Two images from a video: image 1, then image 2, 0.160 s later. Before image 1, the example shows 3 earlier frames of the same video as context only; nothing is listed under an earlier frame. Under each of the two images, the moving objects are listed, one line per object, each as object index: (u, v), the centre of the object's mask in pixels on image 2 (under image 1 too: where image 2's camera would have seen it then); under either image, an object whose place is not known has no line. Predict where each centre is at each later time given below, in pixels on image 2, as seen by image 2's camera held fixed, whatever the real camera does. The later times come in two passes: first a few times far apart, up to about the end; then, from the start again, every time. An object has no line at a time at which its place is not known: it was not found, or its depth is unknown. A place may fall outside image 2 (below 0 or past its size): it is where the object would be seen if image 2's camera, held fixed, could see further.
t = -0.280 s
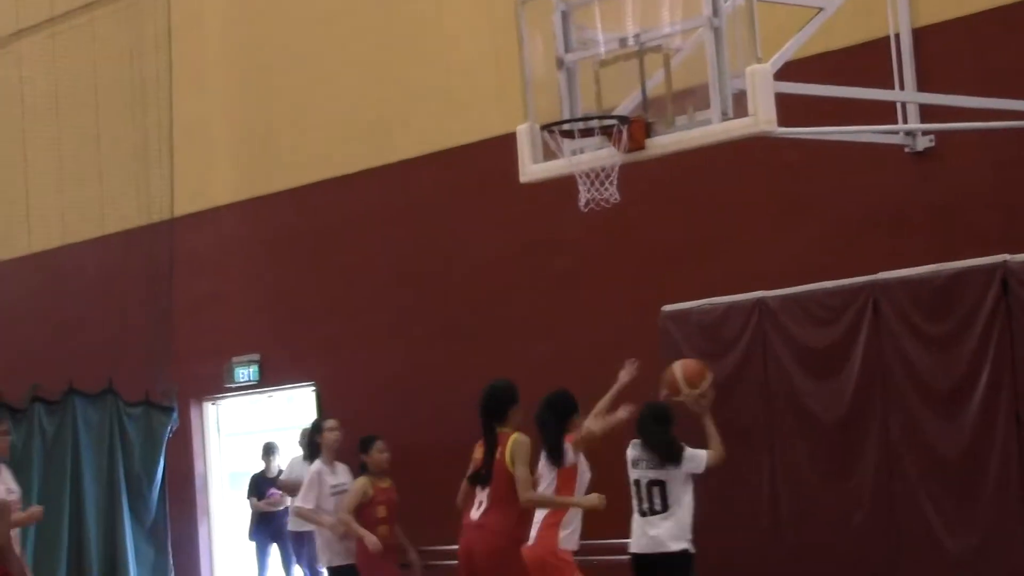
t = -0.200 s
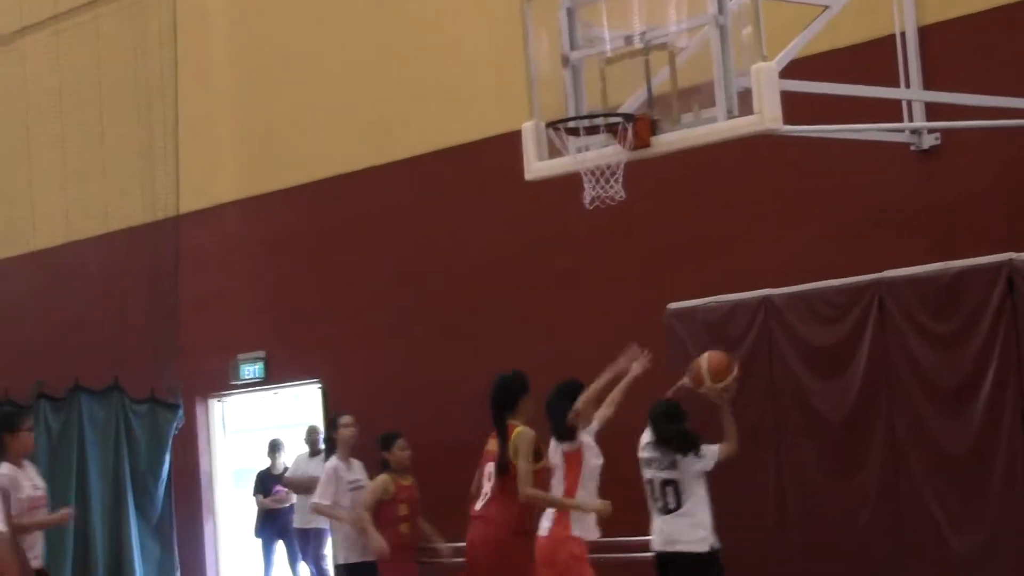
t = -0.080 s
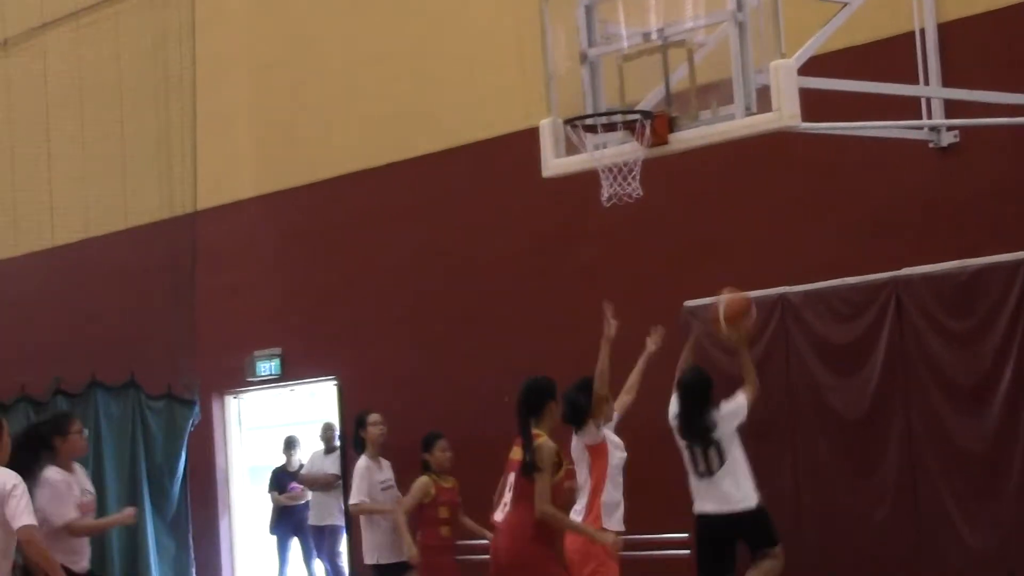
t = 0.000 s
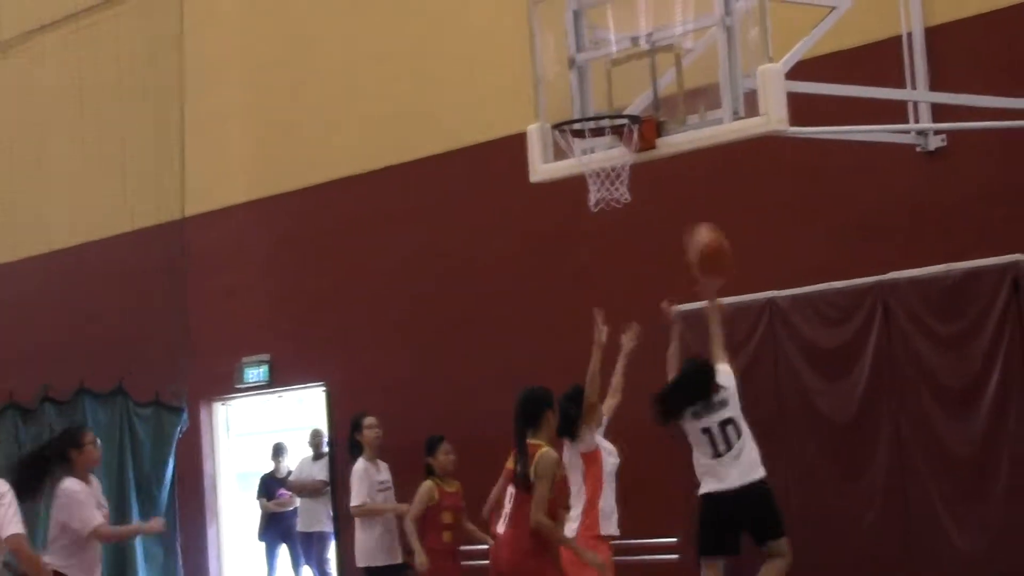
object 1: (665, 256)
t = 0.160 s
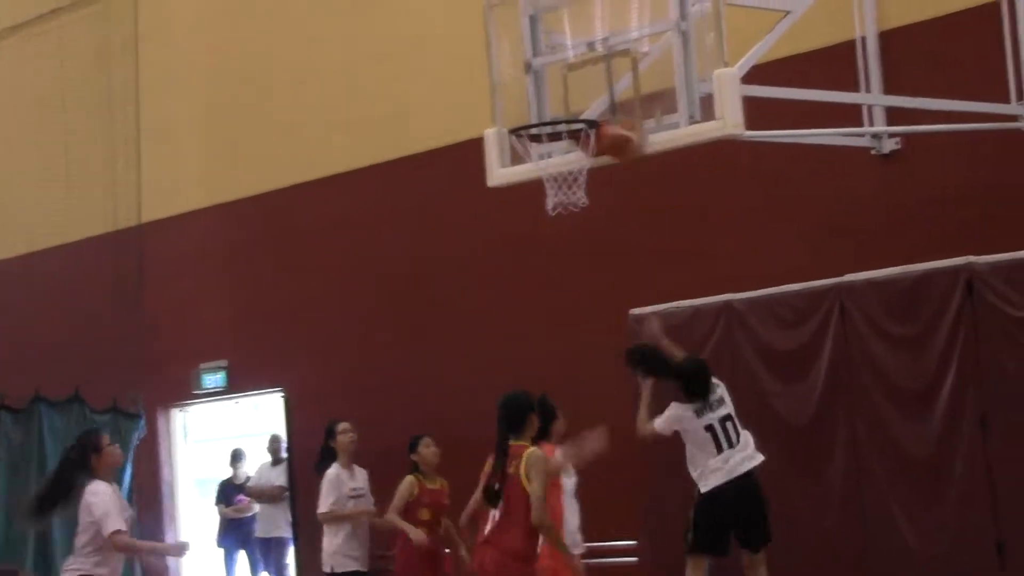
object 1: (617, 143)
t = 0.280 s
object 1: (600, 90)
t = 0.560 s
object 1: (545, 76)
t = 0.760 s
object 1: (497, 151)
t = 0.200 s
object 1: (611, 126)
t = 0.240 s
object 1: (606, 102)
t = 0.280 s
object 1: (600, 90)
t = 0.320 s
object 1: (590, 81)
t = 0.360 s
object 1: (587, 73)
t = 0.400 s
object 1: (579, 67)
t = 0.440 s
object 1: (572, 64)
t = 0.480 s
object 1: (565, 65)
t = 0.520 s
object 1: (556, 69)
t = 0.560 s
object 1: (545, 76)
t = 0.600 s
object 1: (534, 87)
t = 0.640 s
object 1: (526, 99)
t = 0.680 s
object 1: (515, 111)
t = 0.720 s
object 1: (504, 128)
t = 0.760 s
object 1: (497, 151)
